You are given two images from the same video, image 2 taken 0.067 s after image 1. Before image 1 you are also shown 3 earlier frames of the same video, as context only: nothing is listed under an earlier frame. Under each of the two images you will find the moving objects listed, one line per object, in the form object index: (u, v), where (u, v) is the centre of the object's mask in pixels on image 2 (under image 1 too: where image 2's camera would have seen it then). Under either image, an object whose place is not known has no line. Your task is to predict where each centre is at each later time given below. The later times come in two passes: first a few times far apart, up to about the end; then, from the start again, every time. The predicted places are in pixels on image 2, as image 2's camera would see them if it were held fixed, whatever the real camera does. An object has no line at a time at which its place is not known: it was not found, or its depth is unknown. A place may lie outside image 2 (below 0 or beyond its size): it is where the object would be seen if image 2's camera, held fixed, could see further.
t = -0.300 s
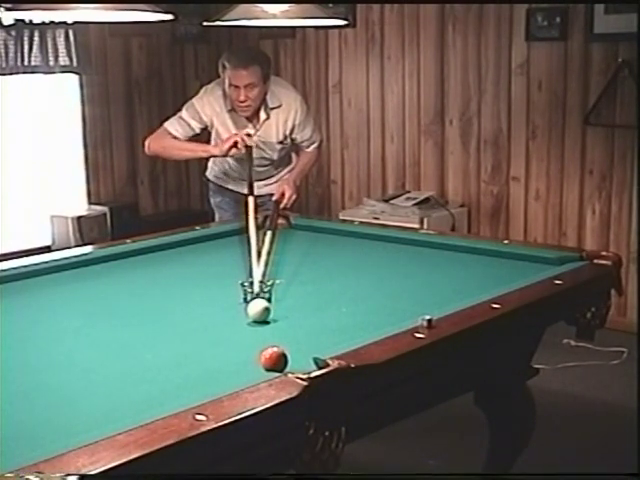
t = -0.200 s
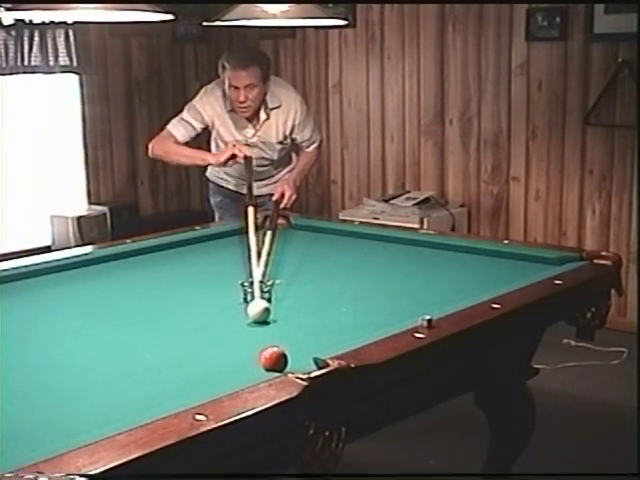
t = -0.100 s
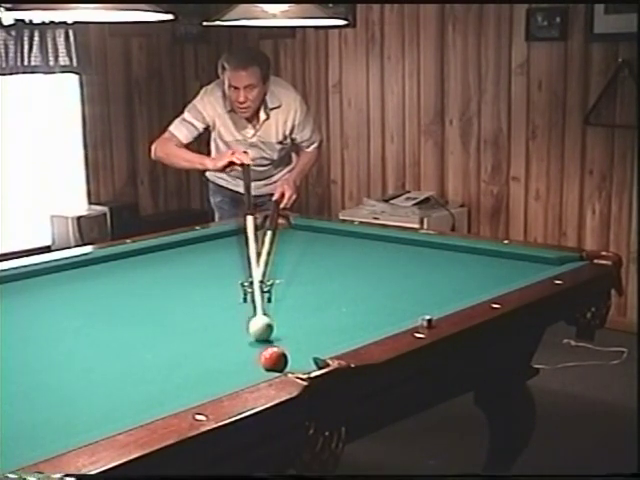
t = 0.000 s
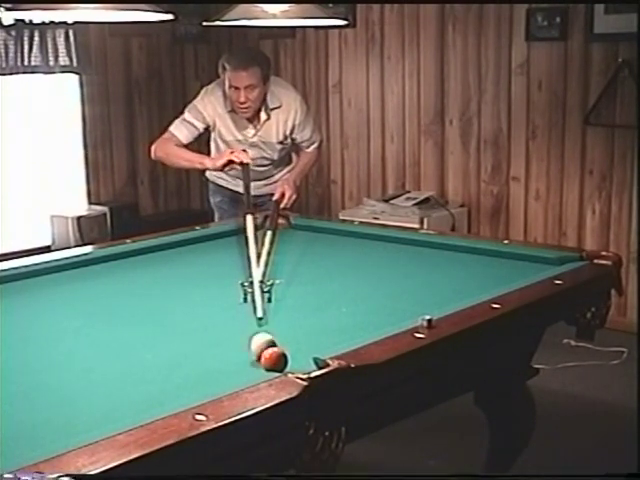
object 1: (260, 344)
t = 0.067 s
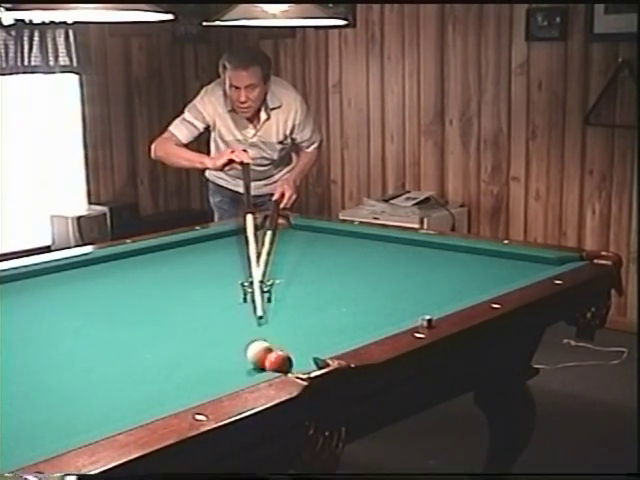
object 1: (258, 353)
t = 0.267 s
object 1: (235, 364)
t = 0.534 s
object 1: (205, 375)
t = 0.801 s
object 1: (176, 386)
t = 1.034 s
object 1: (153, 395)
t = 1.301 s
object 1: (127, 404)
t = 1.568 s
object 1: (105, 413)
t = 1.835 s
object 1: (85, 420)
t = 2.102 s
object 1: (71, 426)
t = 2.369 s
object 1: (60, 431)
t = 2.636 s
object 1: (54, 434)
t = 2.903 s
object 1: (52, 434)
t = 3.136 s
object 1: (52, 434)
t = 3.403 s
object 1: (52, 434)
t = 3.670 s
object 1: (52, 435)
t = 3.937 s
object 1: (52, 434)
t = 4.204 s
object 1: (52, 435)
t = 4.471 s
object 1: (52, 434)
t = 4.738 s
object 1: (52, 435)
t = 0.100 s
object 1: (255, 356)
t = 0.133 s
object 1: (251, 357)
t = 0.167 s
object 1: (247, 359)
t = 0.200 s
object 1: (243, 360)
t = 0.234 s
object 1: (239, 362)
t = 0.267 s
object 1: (235, 364)
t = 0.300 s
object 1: (231, 365)
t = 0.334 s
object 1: (228, 366)
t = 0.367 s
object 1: (224, 368)
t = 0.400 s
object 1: (220, 369)
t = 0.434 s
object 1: (216, 371)
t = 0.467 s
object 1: (213, 372)
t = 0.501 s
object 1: (209, 374)
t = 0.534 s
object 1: (205, 375)
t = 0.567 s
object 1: (201, 376)
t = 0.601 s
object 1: (198, 377)
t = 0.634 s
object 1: (194, 379)
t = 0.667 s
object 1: (190, 380)
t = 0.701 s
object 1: (187, 382)
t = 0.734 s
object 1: (183, 383)
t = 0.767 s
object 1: (180, 384)
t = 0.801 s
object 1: (176, 386)
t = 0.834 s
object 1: (173, 387)
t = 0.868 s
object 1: (170, 388)
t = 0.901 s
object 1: (166, 390)
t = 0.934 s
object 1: (163, 391)
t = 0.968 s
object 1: (159, 392)
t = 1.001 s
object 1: (156, 393)
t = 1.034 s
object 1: (153, 395)
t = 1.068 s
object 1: (150, 396)
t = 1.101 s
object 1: (146, 397)
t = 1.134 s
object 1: (143, 398)
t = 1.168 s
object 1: (140, 400)
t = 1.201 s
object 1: (137, 401)
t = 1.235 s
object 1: (134, 402)
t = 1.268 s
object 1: (131, 403)
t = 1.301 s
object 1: (127, 404)
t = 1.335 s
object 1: (125, 405)
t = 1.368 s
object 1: (122, 407)
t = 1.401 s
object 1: (119, 408)
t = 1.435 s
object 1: (115, 408)
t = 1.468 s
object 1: (113, 410)
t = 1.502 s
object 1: (110, 411)
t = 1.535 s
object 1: (107, 412)
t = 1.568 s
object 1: (105, 413)
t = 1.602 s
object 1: (102, 414)
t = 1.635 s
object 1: (99, 415)
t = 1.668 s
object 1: (97, 416)
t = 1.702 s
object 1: (95, 417)
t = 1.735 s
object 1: (92, 418)
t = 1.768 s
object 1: (90, 419)
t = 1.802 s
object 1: (88, 420)
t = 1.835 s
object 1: (85, 420)
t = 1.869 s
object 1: (83, 421)
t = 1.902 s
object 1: (81, 422)
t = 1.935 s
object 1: (79, 423)
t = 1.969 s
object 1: (77, 424)
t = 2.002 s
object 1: (75, 424)
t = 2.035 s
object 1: (74, 425)
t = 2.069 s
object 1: (72, 426)
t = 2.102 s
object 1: (71, 426)
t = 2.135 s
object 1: (69, 427)
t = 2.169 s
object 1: (68, 427)
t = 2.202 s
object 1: (66, 428)
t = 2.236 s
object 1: (65, 429)
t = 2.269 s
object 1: (63, 429)
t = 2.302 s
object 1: (62, 430)
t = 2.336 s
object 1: (61, 430)
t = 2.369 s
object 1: (60, 431)
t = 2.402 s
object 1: (59, 431)
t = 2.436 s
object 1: (58, 431)
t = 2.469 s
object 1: (57, 431)
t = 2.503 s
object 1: (56, 432)
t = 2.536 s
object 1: (56, 433)
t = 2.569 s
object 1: (55, 433)
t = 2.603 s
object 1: (54, 433)
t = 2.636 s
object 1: (54, 434)
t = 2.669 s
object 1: (53, 434)
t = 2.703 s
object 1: (53, 434)
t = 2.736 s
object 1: (53, 434)
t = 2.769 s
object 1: (52, 434)
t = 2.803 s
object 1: (52, 434)
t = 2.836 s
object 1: (52, 434)
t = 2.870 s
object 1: (52, 434)
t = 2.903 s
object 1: (52, 434)
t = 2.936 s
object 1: (52, 434)
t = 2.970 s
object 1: (52, 434)
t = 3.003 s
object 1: (52, 434)
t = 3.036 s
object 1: (52, 434)
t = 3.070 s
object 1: (52, 434)
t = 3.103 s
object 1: (52, 434)
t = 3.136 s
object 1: (52, 434)
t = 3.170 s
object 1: (52, 434)
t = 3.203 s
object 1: (52, 434)
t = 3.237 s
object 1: (52, 434)
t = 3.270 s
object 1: (52, 434)
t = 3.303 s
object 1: (52, 434)
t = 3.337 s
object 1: (52, 434)
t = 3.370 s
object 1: (52, 434)
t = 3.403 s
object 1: (52, 434)
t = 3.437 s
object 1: (52, 434)
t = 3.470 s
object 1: (52, 434)
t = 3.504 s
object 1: (52, 434)
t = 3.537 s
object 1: (52, 434)
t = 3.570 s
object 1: (52, 434)
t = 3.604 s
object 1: (52, 434)
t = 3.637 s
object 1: (52, 434)
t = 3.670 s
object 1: (52, 435)
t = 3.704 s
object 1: (52, 434)
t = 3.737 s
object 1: (52, 434)
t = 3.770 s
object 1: (52, 434)
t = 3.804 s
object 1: (52, 434)
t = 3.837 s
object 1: (52, 434)
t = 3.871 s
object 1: (52, 435)
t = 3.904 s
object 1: (52, 435)
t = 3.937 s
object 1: (52, 434)
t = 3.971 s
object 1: (52, 434)
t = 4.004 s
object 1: (52, 434)
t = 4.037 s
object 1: (52, 434)
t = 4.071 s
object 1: (52, 434)
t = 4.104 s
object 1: (52, 434)
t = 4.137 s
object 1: (52, 434)
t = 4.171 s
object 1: (52, 434)
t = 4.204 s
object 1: (52, 435)
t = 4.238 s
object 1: (52, 434)
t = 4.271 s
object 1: (52, 434)
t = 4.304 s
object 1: (52, 435)
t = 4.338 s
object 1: (52, 434)
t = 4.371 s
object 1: (52, 435)
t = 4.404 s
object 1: (52, 435)
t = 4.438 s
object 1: (52, 435)
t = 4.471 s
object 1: (52, 434)
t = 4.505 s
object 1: (52, 434)
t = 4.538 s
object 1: (52, 435)
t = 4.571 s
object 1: (52, 435)
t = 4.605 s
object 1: (52, 435)
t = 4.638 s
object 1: (52, 435)
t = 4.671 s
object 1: (52, 435)
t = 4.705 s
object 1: (52, 435)
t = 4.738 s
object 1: (52, 435)
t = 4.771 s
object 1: (52, 435)
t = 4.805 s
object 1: (52, 435)
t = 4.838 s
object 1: (52, 435)
